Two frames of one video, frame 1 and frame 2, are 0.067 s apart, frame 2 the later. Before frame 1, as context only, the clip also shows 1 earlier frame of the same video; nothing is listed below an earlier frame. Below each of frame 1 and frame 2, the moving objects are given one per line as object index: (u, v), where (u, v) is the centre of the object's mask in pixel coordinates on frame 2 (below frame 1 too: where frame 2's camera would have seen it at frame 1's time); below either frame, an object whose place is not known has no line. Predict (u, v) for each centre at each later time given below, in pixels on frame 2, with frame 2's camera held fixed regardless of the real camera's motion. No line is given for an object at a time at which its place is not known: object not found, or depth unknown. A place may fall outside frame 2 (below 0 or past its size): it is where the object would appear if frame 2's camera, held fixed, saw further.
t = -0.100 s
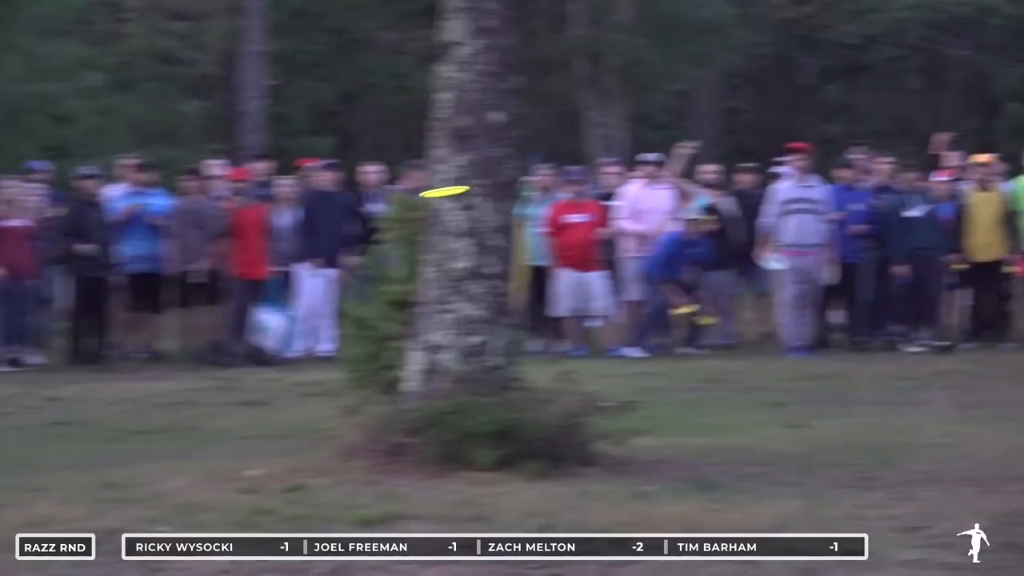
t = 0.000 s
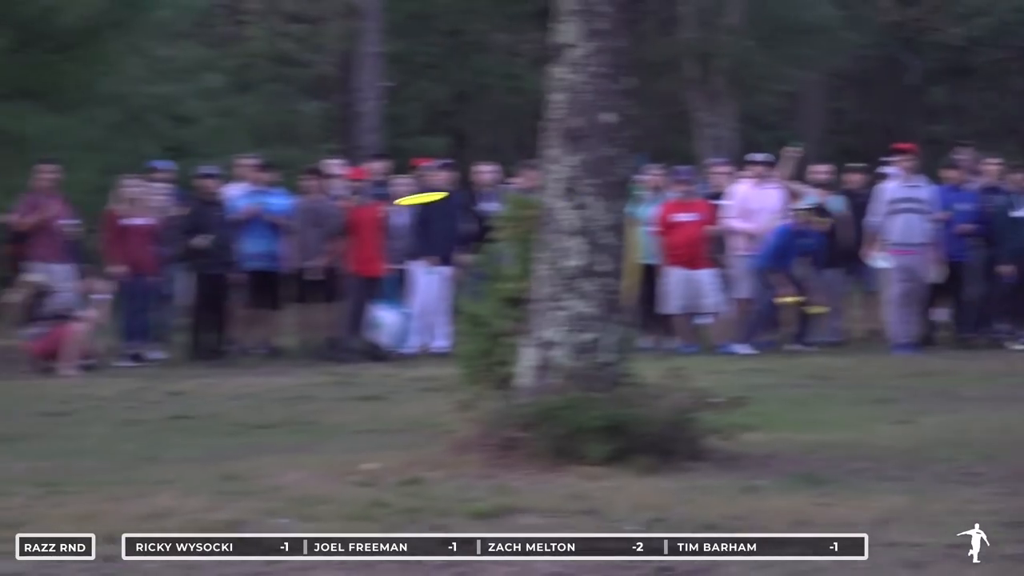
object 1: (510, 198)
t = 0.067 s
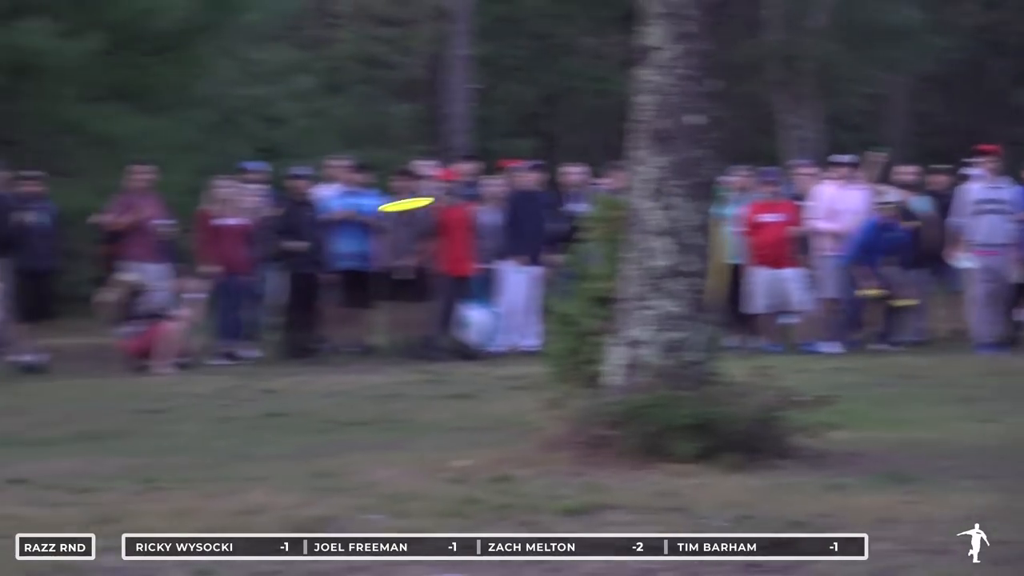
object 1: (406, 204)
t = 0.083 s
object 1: (377, 206)
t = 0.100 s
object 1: (348, 207)
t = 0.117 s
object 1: (317, 209)
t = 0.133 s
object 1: (286, 209)
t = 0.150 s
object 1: (253, 211)
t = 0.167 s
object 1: (218, 211)
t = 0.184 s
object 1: (183, 212)
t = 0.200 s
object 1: (147, 213)
